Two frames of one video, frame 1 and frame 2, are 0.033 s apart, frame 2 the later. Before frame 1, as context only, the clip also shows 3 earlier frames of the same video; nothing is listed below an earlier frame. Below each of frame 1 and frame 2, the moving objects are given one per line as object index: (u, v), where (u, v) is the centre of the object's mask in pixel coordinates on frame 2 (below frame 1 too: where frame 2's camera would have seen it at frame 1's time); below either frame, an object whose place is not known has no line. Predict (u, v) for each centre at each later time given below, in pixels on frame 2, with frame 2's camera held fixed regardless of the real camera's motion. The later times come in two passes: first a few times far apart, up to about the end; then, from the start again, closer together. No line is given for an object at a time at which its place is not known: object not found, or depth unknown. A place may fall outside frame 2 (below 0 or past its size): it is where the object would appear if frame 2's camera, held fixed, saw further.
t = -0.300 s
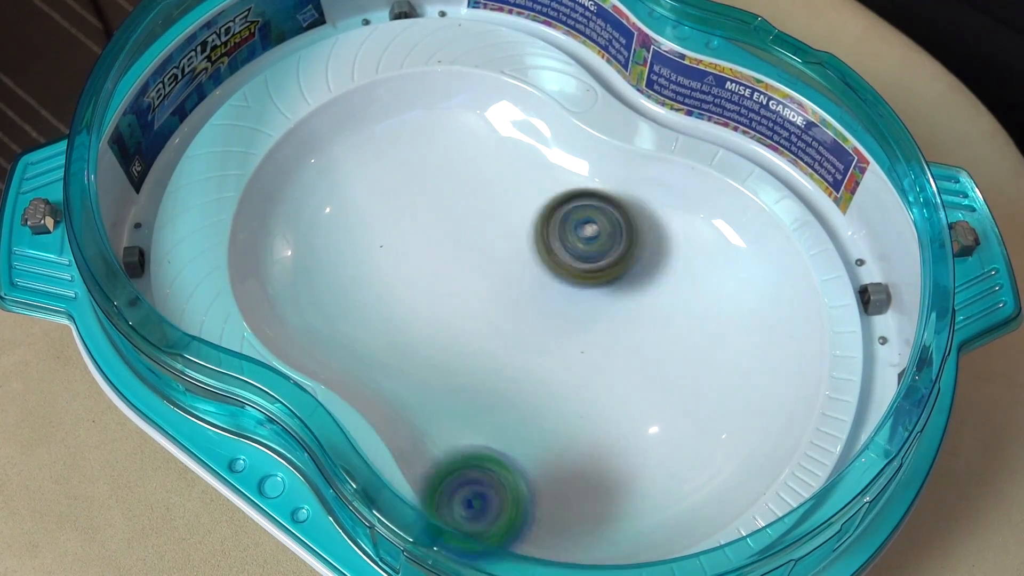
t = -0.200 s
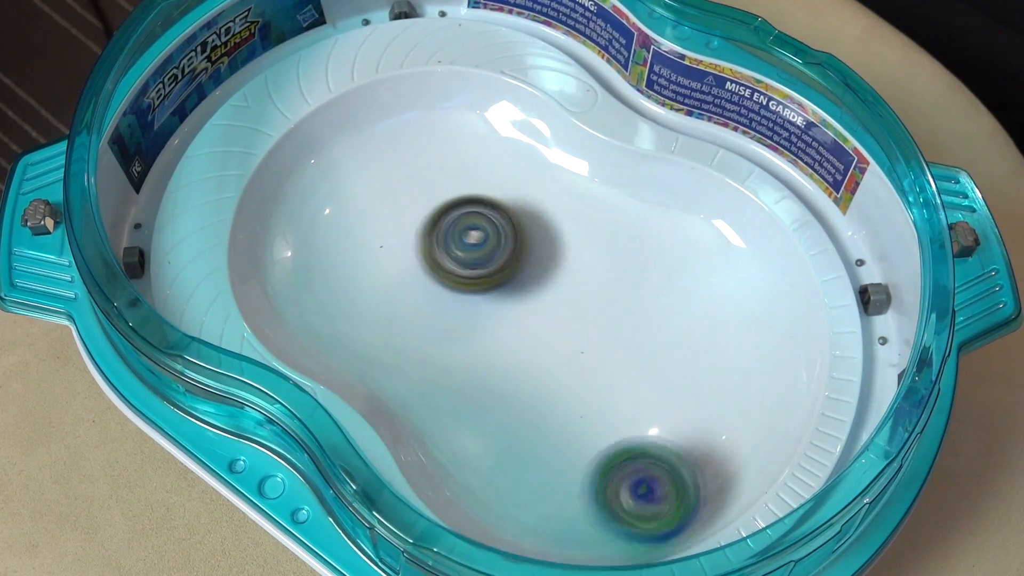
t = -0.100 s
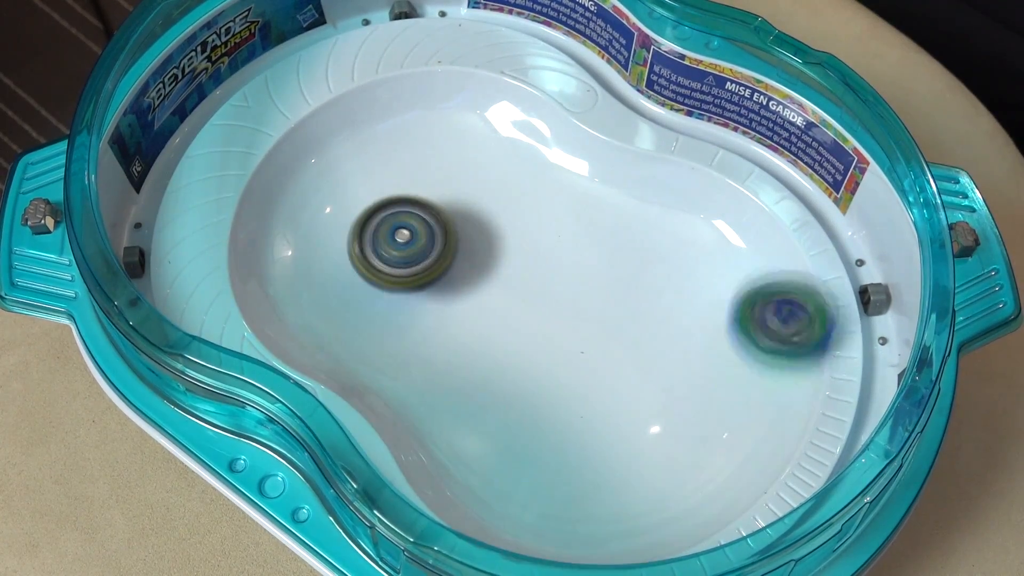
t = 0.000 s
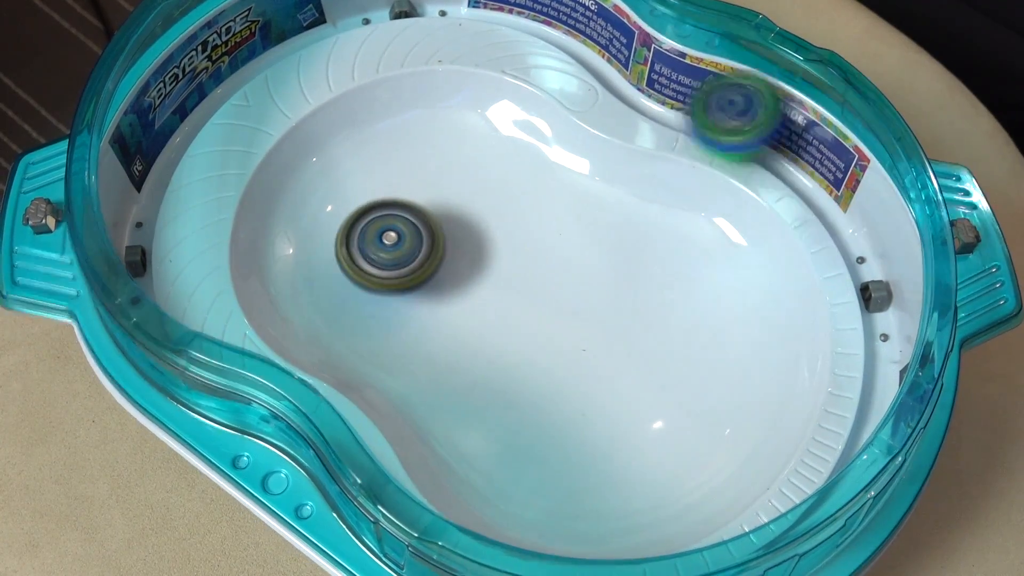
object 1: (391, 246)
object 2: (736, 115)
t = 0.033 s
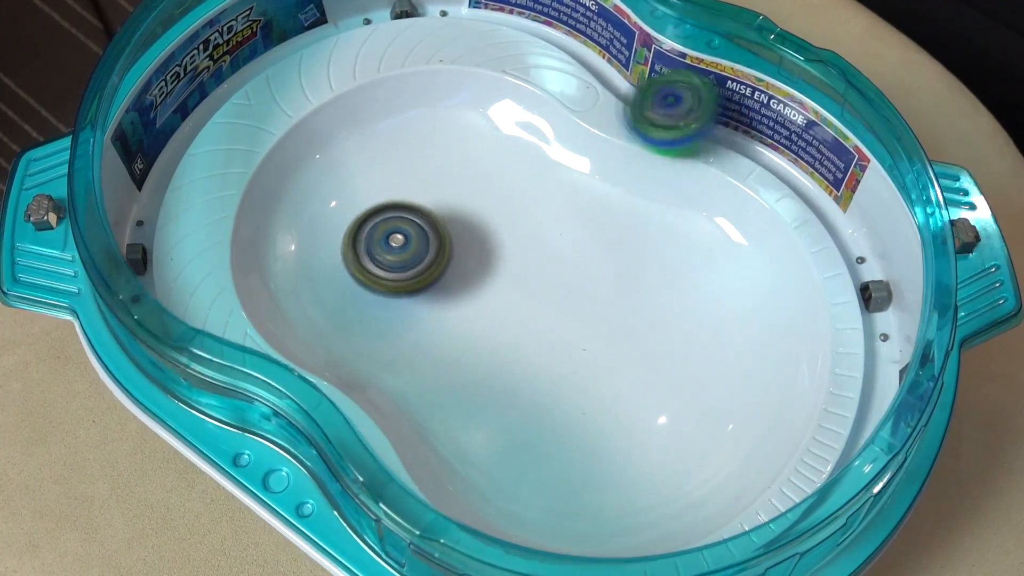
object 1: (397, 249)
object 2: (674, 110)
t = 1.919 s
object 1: (388, 226)
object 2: (765, 208)
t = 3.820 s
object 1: (342, 139)
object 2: (613, 299)
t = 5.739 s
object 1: (577, 382)
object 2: (666, 278)
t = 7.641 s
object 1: (504, 265)
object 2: (716, 314)
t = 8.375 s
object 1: (521, 303)
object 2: (647, 361)
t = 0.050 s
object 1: (403, 250)
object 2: (644, 107)
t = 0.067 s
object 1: (409, 252)
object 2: (615, 102)
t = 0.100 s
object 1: (424, 256)
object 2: (560, 102)
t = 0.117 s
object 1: (433, 258)
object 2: (531, 105)
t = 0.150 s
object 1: (451, 264)
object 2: (475, 121)
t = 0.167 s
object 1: (459, 266)
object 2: (440, 126)
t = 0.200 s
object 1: (475, 274)
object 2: (365, 143)
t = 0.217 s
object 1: (484, 278)
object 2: (326, 152)
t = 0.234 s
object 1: (491, 280)
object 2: (293, 164)
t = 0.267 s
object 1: (504, 284)
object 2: (241, 199)
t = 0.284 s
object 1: (511, 287)
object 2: (218, 220)
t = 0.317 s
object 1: (524, 290)
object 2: (181, 273)
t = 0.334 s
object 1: (530, 292)
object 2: (166, 305)
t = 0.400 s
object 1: (551, 297)
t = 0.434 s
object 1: (560, 300)
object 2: (304, 354)
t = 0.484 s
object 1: (573, 304)
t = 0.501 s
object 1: (576, 305)
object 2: (397, 396)
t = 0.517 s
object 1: (580, 306)
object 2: (421, 410)
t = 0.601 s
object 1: (599, 315)
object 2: (597, 458)
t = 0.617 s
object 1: (603, 317)
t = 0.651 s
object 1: (609, 321)
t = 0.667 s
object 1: (612, 323)
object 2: (762, 424)
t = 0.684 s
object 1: (616, 325)
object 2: (790, 397)
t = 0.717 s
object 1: (623, 330)
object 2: (834, 341)
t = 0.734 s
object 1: (626, 331)
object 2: (852, 314)
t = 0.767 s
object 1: (632, 334)
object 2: (874, 267)
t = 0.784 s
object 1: (633, 334)
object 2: (860, 249)
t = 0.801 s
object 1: (636, 334)
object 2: (845, 233)
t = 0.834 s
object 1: (641, 332)
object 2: (820, 193)
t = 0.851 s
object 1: (644, 331)
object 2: (808, 174)
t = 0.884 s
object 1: (648, 327)
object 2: (776, 144)
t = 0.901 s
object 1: (650, 324)
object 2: (759, 132)
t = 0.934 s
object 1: (653, 315)
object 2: (722, 116)
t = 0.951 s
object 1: (653, 311)
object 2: (704, 109)
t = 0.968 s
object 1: (652, 307)
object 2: (687, 104)
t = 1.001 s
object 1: (648, 300)
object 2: (650, 98)
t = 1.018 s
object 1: (646, 296)
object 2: (632, 96)
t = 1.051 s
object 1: (639, 293)
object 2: (594, 94)
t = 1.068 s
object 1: (634, 292)
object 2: (575, 97)
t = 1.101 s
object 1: (624, 296)
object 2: (538, 107)
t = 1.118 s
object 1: (617, 300)
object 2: (517, 117)
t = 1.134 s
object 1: (612, 304)
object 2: (491, 124)
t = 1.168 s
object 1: (602, 315)
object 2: (429, 138)
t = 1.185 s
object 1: (598, 322)
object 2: (397, 145)
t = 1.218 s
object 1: (593, 336)
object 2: (328, 159)
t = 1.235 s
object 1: (592, 344)
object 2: (300, 172)
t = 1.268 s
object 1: (594, 361)
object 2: (249, 199)
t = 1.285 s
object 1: (595, 370)
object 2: (233, 216)
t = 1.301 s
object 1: (600, 379)
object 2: (218, 237)
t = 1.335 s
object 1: (610, 393)
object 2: (197, 288)
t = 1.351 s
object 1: (618, 399)
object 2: (185, 315)
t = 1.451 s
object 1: (672, 407)
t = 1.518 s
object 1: (706, 384)
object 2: (353, 360)
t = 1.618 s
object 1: (720, 302)
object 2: (496, 378)
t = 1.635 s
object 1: (714, 285)
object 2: (525, 378)
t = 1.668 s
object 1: (696, 256)
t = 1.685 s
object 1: (684, 243)
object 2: (612, 376)
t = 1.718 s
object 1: (650, 222)
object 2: (667, 367)
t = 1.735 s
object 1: (632, 214)
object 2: (691, 360)
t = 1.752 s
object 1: (614, 209)
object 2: (719, 349)
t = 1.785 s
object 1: (573, 204)
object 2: (756, 325)
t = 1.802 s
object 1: (550, 204)
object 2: (770, 309)
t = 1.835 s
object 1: (498, 207)
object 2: (789, 274)
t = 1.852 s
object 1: (475, 209)
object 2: (791, 257)
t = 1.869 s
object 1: (451, 212)
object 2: (789, 243)
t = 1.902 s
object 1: (407, 221)
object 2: (777, 217)
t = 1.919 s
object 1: (388, 226)
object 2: (765, 208)
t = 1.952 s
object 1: (351, 238)
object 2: (732, 194)
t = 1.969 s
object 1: (336, 244)
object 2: (711, 192)
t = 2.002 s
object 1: (309, 260)
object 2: (663, 197)
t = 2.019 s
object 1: (300, 268)
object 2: (634, 199)
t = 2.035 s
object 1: (293, 277)
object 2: (605, 203)
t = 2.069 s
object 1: (288, 292)
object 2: (550, 213)
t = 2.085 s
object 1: (290, 299)
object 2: (522, 219)
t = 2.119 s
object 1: (304, 311)
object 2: (472, 230)
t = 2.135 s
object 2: (449, 236)
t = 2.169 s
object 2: (405, 246)
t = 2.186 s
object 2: (388, 248)
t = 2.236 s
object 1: (350, 319)
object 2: (401, 257)
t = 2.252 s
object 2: (407, 265)
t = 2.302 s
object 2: (427, 290)
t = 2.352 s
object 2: (464, 314)
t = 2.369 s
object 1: (389, 358)
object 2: (477, 325)
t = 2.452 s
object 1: (409, 342)
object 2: (624, 364)
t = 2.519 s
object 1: (437, 324)
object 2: (743, 382)
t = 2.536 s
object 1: (446, 319)
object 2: (768, 379)
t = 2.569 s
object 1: (465, 309)
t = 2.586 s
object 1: (475, 302)
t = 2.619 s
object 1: (493, 293)
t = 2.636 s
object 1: (502, 288)
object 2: (836, 322)
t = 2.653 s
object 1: (509, 284)
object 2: (841, 315)
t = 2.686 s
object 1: (523, 276)
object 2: (857, 305)
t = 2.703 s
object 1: (528, 274)
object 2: (863, 303)
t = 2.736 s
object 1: (536, 269)
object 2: (873, 298)
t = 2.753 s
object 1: (539, 268)
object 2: (872, 294)
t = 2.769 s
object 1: (540, 267)
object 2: (872, 290)
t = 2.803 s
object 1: (542, 267)
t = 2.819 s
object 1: (541, 267)
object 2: (867, 289)
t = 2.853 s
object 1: (536, 271)
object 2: (864, 290)
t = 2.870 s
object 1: (533, 273)
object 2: (860, 292)
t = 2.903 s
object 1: (524, 278)
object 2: (852, 297)
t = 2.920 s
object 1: (518, 280)
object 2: (848, 301)
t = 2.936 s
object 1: (511, 284)
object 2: (844, 305)
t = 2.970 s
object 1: (497, 291)
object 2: (829, 316)
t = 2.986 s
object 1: (488, 293)
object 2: (817, 321)
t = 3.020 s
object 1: (470, 300)
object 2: (795, 338)
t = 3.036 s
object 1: (460, 303)
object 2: (776, 347)
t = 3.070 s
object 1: (439, 311)
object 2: (731, 352)
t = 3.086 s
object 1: (430, 315)
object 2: (708, 350)
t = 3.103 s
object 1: (423, 319)
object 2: (684, 349)
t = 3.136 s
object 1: (416, 327)
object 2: (640, 344)
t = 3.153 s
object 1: (415, 330)
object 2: (617, 343)
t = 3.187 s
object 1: (419, 338)
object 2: (574, 341)
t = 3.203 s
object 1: (423, 342)
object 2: (554, 341)
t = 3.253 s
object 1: (402, 342)
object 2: (522, 353)
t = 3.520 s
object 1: (390, 260)
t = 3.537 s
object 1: (390, 250)
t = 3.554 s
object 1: (388, 238)
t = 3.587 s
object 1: (383, 216)
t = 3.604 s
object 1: (379, 204)
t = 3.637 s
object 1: (370, 181)
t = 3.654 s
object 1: (365, 171)
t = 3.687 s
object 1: (355, 150)
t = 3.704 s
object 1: (350, 141)
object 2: (626, 395)
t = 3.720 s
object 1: (346, 134)
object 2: (627, 381)
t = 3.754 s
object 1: (339, 125)
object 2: (626, 353)
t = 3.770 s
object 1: (337, 124)
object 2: (624, 339)
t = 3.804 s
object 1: (339, 132)
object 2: (618, 311)
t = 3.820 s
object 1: (342, 139)
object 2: (613, 299)
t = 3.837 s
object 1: (346, 148)
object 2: (608, 285)
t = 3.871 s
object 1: (354, 167)
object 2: (594, 261)
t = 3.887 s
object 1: (359, 177)
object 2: (586, 251)
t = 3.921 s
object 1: (370, 196)
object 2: (567, 226)
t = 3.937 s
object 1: (375, 205)
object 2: (557, 214)
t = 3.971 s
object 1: (386, 221)
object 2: (533, 192)
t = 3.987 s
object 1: (394, 227)
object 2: (520, 183)
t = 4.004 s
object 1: (400, 232)
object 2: (507, 171)
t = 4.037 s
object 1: (415, 240)
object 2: (483, 152)
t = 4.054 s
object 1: (421, 242)
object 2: (471, 144)
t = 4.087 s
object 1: (434, 242)
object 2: (445, 130)
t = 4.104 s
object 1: (441, 242)
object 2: (431, 124)
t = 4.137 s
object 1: (456, 238)
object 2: (401, 119)
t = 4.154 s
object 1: (462, 235)
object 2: (384, 121)
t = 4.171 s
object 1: (468, 230)
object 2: (370, 123)
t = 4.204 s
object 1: (480, 220)
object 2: (341, 138)
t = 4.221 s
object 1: (485, 215)
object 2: (327, 151)
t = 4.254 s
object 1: (494, 201)
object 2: (305, 183)
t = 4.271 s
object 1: (498, 193)
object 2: (301, 199)
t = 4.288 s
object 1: (500, 184)
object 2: (299, 221)
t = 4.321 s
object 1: (501, 169)
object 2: (309, 260)
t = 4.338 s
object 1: (501, 161)
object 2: (321, 277)
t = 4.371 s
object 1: (496, 144)
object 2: (350, 304)
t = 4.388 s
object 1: (491, 136)
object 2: (369, 315)
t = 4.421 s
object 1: (479, 122)
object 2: (415, 336)
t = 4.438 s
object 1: (471, 115)
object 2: (438, 344)
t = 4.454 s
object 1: (460, 109)
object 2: (465, 355)
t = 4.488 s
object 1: (433, 101)
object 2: (514, 373)
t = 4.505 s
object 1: (418, 101)
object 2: (537, 381)
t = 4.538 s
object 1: (387, 109)
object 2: (585, 395)
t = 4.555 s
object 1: (371, 119)
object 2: (609, 397)
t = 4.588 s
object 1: (341, 150)
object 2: (651, 397)
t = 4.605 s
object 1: (331, 169)
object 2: (671, 395)
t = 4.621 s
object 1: (325, 190)
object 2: (690, 390)
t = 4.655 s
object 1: (321, 233)
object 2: (725, 372)
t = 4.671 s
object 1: (325, 256)
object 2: (740, 359)
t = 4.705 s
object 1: (343, 295)
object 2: (764, 331)
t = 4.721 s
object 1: (357, 310)
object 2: (772, 314)
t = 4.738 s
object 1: (373, 326)
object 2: (774, 297)
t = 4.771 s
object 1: (414, 356)
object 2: (770, 260)
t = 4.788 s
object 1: (439, 371)
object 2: (760, 241)
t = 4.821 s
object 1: (495, 403)
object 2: (729, 211)
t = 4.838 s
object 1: (526, 422)
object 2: (708, 198)
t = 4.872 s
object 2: (656, 193)
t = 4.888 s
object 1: (623, 451)
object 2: (631, 196)
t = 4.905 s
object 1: (653, 454)
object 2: (604, 200)
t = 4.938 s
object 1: (720, 446)
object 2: (553, 213)
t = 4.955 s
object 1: (750, 431)
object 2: (531, 222)
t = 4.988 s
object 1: (789, 396)
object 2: (486, 238)
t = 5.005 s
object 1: (802, 374)
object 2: (464, 249)
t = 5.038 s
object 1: (818, 332)
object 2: (429, 267)
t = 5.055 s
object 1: (815, 310)
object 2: (410, 278)
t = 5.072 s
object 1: (810, 290)
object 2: (399, 287)
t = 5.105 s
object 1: (788, 254)
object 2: (376, 306)
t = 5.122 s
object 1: (772, 239)
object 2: (369, 314)
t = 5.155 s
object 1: (722, 211)
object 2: (364, 331)
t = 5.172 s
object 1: (695, 202)
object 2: (363, 338)
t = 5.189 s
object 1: (661, 192)
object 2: (369, 343)
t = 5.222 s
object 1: (594, 187)
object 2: (381, 355)
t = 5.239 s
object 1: (562, 187)
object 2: (390, 361)
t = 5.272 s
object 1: (498, 191)
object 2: (417, 371)
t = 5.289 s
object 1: (467, 195)
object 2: (432, 374)
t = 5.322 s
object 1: (411, 201)
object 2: (464, 382)
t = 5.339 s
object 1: (383, 205)
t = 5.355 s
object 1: (362, 209)
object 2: (497, 387)
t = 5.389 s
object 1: (317, 218)
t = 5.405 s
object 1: (299, 225)
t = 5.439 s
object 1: (273, 237)
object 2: (575, 397)
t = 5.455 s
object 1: (267, 246)
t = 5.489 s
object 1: (266, 266)
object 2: (610, 392)
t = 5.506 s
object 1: (271, 279)
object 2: (619, 389)
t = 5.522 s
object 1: (282, 291)
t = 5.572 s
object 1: (336, 320)
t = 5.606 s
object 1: (385, 331)
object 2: (651, 352)
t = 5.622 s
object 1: (413, 336)
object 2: (652, 343)
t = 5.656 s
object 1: (469, 347)
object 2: (652, 327)
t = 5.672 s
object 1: (499, 352)
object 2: (651, 318)
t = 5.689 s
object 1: (529, 357)
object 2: (651, 310)
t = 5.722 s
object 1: (570, 368)
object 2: (653, 292)
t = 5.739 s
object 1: (577, 382)
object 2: (666, 278)
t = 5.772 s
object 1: (594, 407)
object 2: (687, 252)
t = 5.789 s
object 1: (603, 419)
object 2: (692, 243)
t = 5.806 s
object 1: (614, 429)
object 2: (696, 233)
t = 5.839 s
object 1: (634, 448)
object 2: (697, 218)
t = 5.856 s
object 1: (644, 452)
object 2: (695, 212)
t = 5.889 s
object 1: (658, 456)
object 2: (684, 205)
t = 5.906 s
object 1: (666, 453)
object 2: (675, 204)
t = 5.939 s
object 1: (681, 447)
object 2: (656, 207)
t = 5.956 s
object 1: (685, 441)
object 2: (645, 208)
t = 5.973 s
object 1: (692, 435)
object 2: (636, 211)
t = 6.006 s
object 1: (698, 419)
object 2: (619, 221)
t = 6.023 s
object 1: (699, 409)
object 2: (613, 228)
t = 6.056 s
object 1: (696, 394)
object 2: (601, 246)
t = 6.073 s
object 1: (690, 384)
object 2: (596, 255)
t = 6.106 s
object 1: (678, 369)
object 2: (586, 274)
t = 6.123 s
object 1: (669, 362)
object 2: (583, 284)
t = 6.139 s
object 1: (662, 358)
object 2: (580, 295)
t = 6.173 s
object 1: (698, 416)
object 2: (536, 254)
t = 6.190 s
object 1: (715, 439)
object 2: (511, 234)
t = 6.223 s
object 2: (466, 200)
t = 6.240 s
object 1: (735, 469)
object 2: (444, 184)
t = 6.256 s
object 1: (734, 473)
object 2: (424, 169)
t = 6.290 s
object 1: (727, 484)
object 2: (390, 140)
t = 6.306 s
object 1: (723, 495)
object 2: (376, 127)
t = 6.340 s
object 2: (354, 107)
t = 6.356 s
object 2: (345, 102)
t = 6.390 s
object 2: (332, 103)
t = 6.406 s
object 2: (328, 108)
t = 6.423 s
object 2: (329, 113)
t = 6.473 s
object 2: (335, 152)
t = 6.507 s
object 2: (353, 183)
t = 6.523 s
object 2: (366, 199)
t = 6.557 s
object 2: (392, 227)
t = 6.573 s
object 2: (403, 239)
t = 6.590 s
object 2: (417, 251)
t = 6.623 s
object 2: (443, 269)
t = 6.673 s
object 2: (483, 292)
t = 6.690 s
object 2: (497, 299)
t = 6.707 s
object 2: (512, 305)
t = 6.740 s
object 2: (543, 314)
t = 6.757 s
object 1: (529, 385)
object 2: (561, 314)
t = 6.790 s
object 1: (509, 373)
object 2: (616, 317)
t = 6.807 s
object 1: (499, 367)
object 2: (642, 317)
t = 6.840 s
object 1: (484, 356)
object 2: (696, 318)
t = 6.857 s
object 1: (479, 349)
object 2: (729, 316)
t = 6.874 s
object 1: (473, 341)
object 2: (750, 311)
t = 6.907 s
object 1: (466, 327)
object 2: (786, 299)
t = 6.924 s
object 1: (463, 318)
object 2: (802, 293)
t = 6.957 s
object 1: (456, 298)
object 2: (820, 291)
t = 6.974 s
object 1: (452, 288)
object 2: (825, 291)
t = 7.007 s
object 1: (446, 265)
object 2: (833, 289)
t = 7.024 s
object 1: (443, 254)
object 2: (841, 287)
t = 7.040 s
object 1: (439, 241)
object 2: (847, 288)
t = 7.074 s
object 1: (435, 218)
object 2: (857, 292)
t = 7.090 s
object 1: (431, 204)
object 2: (865, 292)
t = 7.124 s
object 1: (427, 180)
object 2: (872, 294)
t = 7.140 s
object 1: (424, 168)
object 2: (870, 296)
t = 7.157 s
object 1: (423, 157)
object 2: (867, 298)
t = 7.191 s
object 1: (417, 135)
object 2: (864, 302)
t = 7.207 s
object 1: (414, 126)
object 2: (865, 305)
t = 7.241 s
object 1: (406, 111)
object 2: (869, 308)
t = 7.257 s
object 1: (403, 107)
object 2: (870, 311)
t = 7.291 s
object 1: (394, 105)
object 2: (872, 317)
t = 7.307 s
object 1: (392, 109)
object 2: (871, 319)
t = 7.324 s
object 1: (388, 115)
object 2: (870, 320)
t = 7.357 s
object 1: (384, 130)
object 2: (866, 322)
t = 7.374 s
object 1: (384, 141)
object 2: (864, 324)
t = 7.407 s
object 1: (388, 158)
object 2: (857, 324)
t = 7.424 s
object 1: (391, 169)
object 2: (853, 322)
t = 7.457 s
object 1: (402, 186)
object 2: (847, 320)
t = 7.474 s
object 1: (409, 195)
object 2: (843, 317)
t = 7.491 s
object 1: (416, 202)
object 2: (838, 316)
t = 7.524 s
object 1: (435, 213)
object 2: (825, 313)
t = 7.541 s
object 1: (445, 220)
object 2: (816, 312)
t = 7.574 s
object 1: (465, 232)
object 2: (791, 315)
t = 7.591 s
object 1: (475, 240)
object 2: (776, 317)
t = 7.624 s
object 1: (494, 256)
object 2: (738, 316)
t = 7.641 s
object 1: (504, 265)
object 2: (716, 314)
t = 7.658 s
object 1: (514, 275)
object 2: (697, 312)
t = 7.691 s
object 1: (534, 294)
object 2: (658, 310)
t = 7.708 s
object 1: (541, 304)
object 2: (641, 311)
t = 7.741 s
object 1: (532, 313)
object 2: (626, 318)
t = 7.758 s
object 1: (521, 318)
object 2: (622, 329)
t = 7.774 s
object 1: (510, 322)
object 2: (620, 338)
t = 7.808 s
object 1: (495, 331)
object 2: (616, 353)
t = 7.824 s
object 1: (488, 336)
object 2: (615, 359)
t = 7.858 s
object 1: (477, 344)
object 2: (617, 366)
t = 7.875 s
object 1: (474, 348)
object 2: (616, 369)
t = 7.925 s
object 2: (615, 371)
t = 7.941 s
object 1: (465, 361)
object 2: (614, 370)
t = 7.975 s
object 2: (607, 369)
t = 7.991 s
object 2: (604, 368)
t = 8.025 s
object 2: (600, 367)
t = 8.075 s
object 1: (467, 372)
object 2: (598, 364)
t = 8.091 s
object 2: (597, 363)
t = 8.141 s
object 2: (596, 362)
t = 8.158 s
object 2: (596, 362)
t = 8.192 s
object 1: (491, 361)
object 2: (603, 363)
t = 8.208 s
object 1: (492, 358)
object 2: (609, 363)
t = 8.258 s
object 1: (499, 342)
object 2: (622, 362)
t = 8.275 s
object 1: (503, 338)
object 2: (625, 362)
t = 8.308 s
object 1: (507, 329)
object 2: (632, 361)
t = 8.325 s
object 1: (510, 322)
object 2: (636, 361)
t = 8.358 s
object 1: (517, 309)
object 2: (644, 361)
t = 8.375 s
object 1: (521, 303)
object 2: (647, 361)
